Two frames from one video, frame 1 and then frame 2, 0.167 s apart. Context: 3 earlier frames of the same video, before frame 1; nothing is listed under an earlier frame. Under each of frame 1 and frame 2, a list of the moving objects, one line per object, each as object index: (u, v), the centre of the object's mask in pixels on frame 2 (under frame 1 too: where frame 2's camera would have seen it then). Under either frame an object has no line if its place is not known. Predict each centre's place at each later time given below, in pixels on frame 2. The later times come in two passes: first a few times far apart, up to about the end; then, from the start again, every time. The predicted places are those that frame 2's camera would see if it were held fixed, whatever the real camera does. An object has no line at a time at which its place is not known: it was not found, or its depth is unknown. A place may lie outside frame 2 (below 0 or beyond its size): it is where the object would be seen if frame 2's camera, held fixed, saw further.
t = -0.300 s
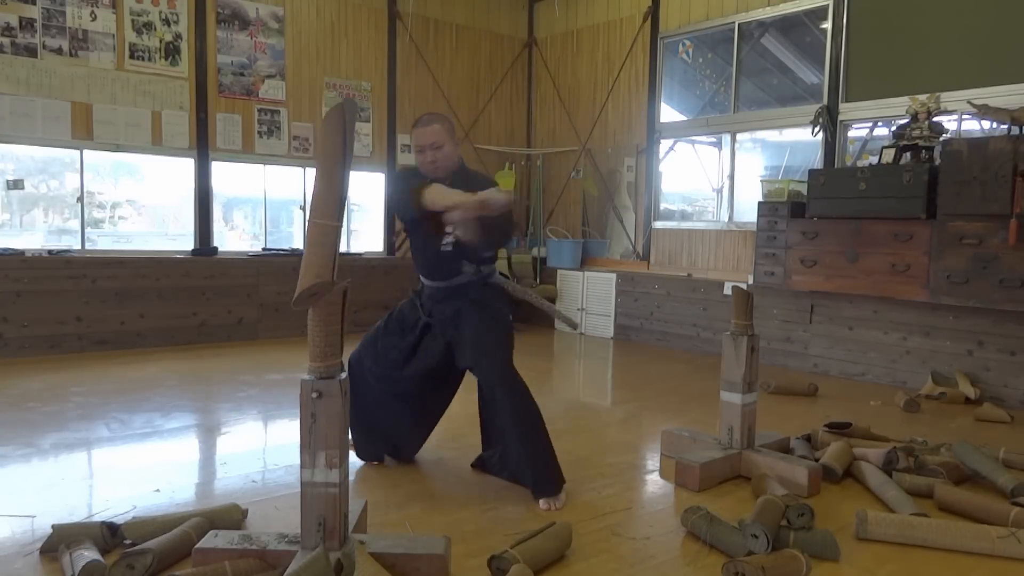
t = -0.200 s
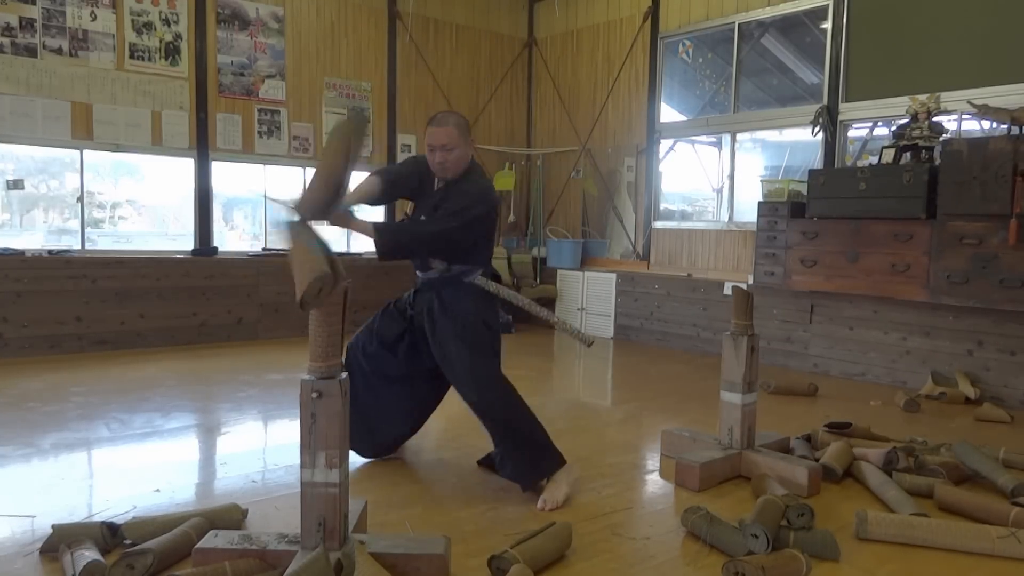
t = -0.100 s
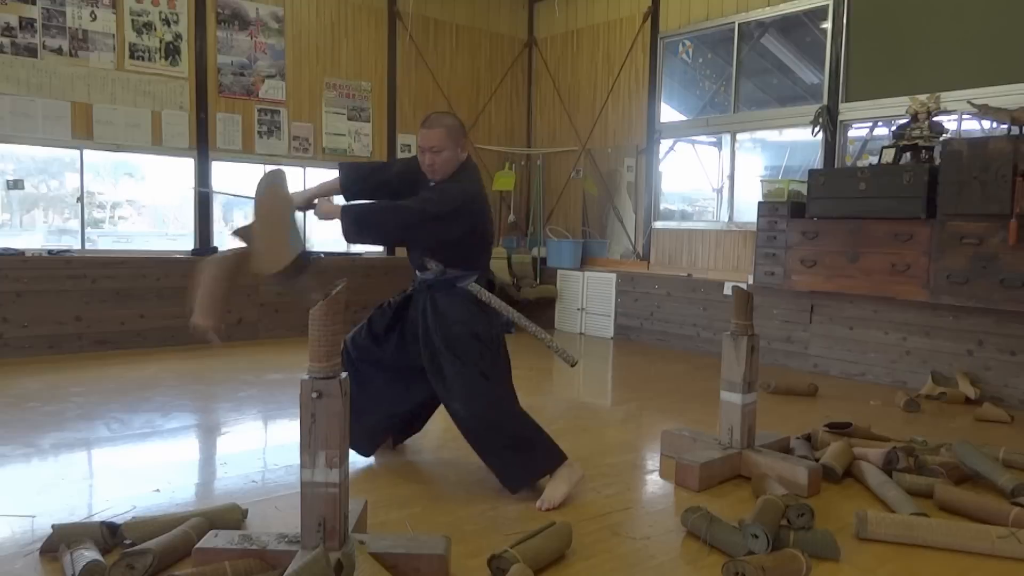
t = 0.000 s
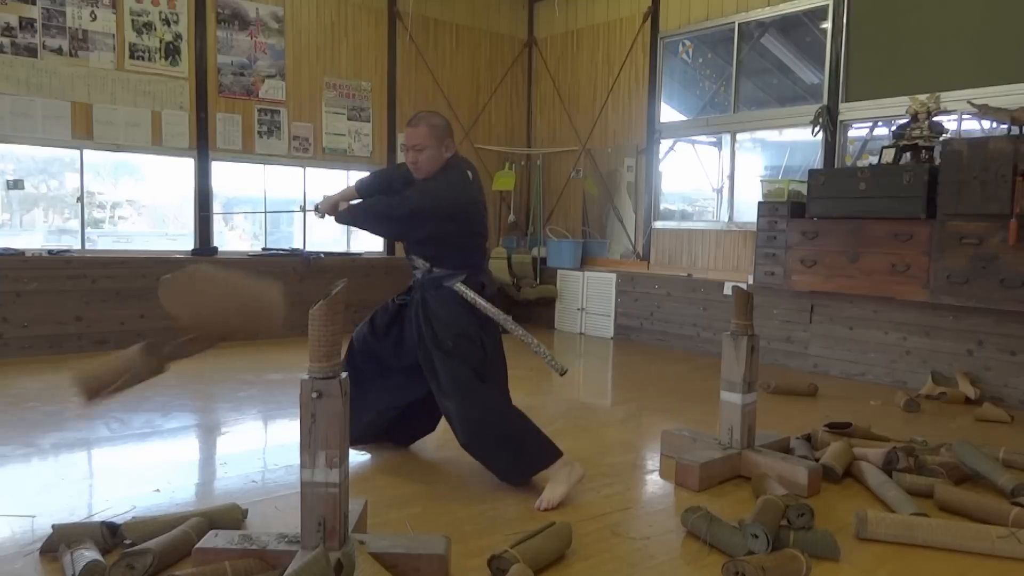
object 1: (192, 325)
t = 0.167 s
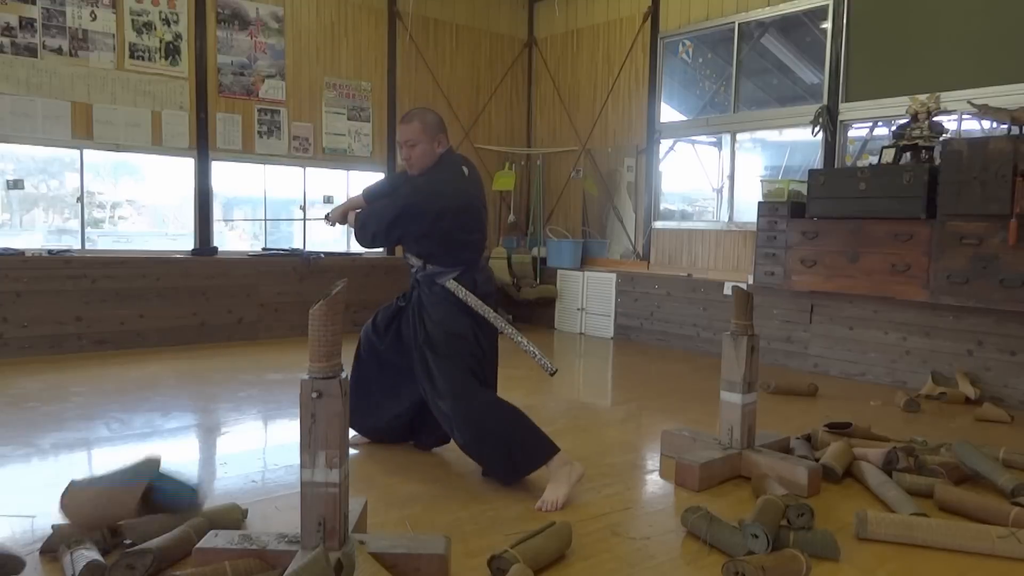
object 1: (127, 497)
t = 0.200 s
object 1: (94, 527)
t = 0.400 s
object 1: (104, 522)
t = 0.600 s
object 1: (93, 540)
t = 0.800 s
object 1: (94, 541)
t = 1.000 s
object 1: (94, 542)
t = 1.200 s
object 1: (94, 541)
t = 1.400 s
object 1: (94, 541)
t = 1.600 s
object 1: (94, 541)
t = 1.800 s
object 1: (94, 541)
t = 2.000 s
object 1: (94, 541)
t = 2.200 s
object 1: (94, 541)
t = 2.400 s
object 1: (94, 541)
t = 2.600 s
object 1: (94, 541)
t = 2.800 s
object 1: (94, 541)
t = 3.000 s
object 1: (94, 541)
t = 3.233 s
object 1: (94, 541)
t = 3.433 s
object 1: (94, 541)
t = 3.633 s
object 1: (94, 541)
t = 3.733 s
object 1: (94, 541)
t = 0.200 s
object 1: (94, 527)
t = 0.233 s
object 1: (109, 537)
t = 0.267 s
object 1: (104, 532)
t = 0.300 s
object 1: (109, 527)
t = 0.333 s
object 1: (108, 524)
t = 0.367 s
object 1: (106, 522)
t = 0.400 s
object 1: (104, 522)
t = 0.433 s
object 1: (103, 525)
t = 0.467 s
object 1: (102, 528)
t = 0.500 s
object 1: (101, 531)
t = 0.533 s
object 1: (92, 539)
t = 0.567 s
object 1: (93, 541)
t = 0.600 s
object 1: (93, 540)
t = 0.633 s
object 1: (89, 533)
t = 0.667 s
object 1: (89, 533)
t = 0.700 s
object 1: (93, 541)
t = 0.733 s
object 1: (94, 542)
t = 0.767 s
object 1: (94, 542)
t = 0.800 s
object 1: (94, 541)
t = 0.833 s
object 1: (94, 541)
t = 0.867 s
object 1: (94, 542)
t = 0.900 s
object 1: (94, 542)
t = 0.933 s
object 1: (94, 542)
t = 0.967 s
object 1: (94, 542)
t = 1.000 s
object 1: (94, 542)
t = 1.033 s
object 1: (94, 542)
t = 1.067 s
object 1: (95, 542)
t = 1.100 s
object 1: (94, 541)
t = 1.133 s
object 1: (94, 541)
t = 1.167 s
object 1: (94, 541)
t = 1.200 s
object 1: (94, 541)
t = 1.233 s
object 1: (94, 541)
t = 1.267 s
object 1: (94, 541)
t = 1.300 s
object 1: (94, 541)
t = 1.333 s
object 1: (94, 541)
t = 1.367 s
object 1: (94, 541)
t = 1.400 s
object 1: (94, 541)
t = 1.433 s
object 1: (94, 541)
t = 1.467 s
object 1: (94, 541)
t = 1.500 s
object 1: (94, 541)
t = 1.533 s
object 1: (94, 541)
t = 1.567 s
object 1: (94, 541)
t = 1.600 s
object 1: (94, 541)
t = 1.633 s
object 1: (94, 541)
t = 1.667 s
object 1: (94, 541)
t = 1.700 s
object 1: (94, 541)
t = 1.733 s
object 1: (94, 541)
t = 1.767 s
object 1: (94, 541)
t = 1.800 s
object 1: (94, 541)
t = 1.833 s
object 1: (94, 541)
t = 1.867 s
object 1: (94, 541)
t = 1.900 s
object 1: (94, 541)
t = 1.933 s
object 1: (94, 541)
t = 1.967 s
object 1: (94, 541)
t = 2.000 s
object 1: (94, 541)
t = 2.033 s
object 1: (94, 541)
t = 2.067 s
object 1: (94, 541)
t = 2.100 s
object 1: (94, 541)
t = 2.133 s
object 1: (94, 541)
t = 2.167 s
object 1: (94, 541)
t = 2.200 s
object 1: (94, 541)
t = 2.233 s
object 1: (94, 541)
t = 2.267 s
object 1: (94, 541)
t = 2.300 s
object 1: (94, 541)
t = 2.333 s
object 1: (94, 541)
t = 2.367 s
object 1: (94, 541)
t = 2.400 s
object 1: (94, 541)
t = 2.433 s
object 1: (94, 541)
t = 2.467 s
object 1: (94, 541)
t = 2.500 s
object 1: (94, 541)
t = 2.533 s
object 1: (94, 541)
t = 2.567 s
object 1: (94, 541)
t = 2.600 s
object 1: (94, 541)
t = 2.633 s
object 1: (94, 541)
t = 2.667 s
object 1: (94, 541)
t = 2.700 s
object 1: (94, 541)
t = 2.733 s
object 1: (94, 541)
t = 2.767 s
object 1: (94, 541)
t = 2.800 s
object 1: (94, 541)
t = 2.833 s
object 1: (94, 541)
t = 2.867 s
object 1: (94, 541)
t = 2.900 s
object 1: (94, 541)
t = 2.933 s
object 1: (94, 541)
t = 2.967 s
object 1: (94, 541)
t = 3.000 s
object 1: (94, 541)
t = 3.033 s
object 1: (94, 541)
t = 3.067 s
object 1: (94, 541)
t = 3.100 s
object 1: (94, 541)
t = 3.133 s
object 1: (94, 541)
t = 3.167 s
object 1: (94, 541)
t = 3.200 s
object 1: (94, 541)
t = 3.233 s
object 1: (94, 541)
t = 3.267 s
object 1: (94, 541)
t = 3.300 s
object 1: (94, 541)
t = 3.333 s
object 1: (94, 541)
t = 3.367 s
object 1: (94, 541)
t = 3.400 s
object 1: (94, 541)
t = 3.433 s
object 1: (94, 541)
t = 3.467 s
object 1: (94, 541)
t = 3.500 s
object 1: (94, 541)
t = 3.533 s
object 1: (94, 541)
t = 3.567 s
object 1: (94, 541)
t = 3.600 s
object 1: (94, 541)
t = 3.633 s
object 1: (94, 541)
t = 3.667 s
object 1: (94, 541)
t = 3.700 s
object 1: (94, 541)
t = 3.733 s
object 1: (94, 541)
